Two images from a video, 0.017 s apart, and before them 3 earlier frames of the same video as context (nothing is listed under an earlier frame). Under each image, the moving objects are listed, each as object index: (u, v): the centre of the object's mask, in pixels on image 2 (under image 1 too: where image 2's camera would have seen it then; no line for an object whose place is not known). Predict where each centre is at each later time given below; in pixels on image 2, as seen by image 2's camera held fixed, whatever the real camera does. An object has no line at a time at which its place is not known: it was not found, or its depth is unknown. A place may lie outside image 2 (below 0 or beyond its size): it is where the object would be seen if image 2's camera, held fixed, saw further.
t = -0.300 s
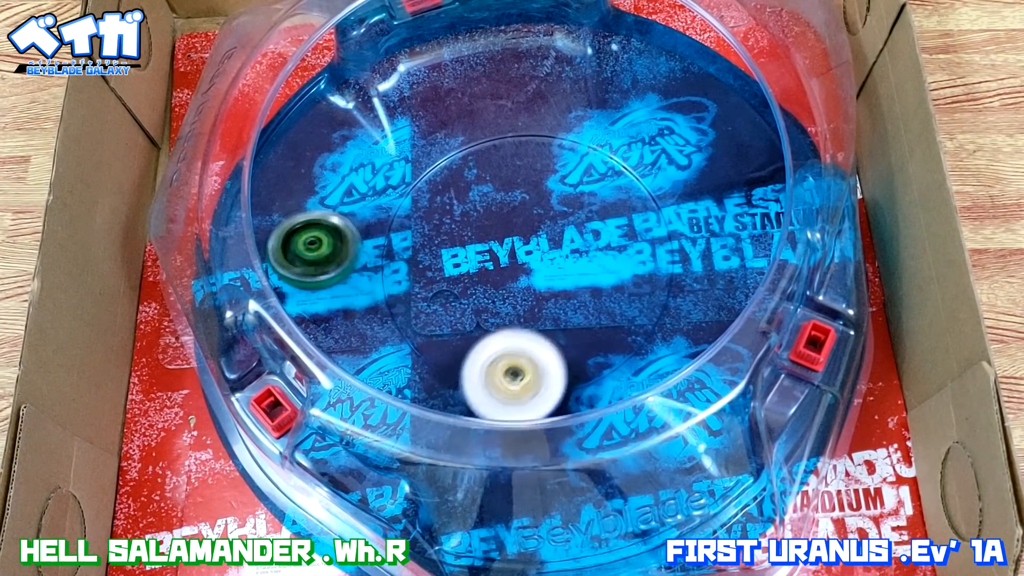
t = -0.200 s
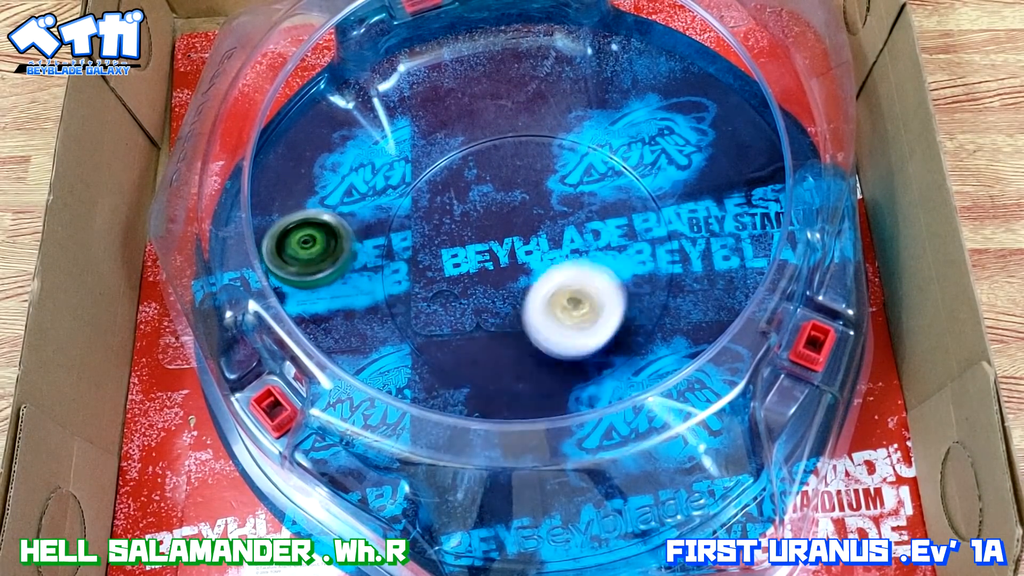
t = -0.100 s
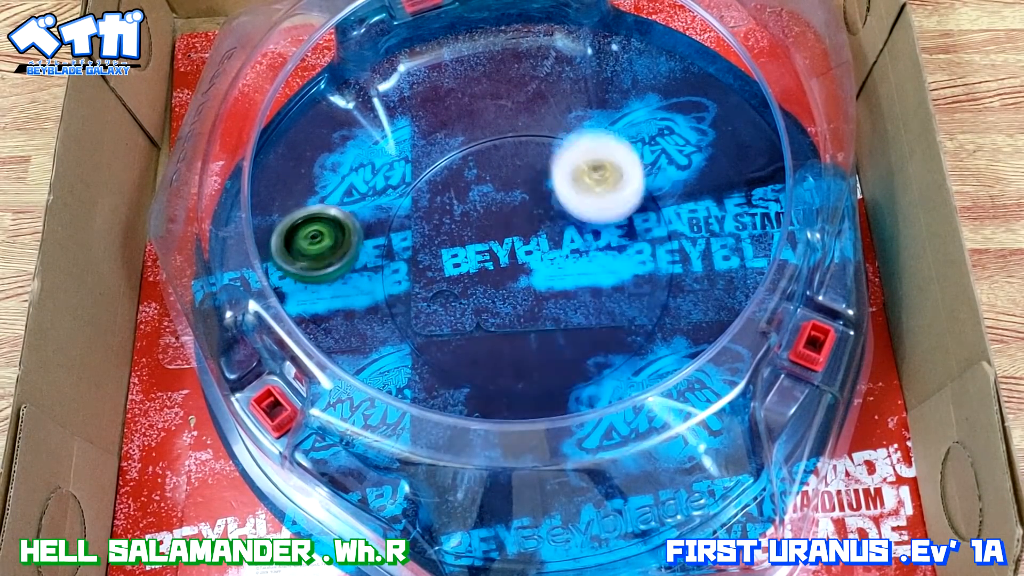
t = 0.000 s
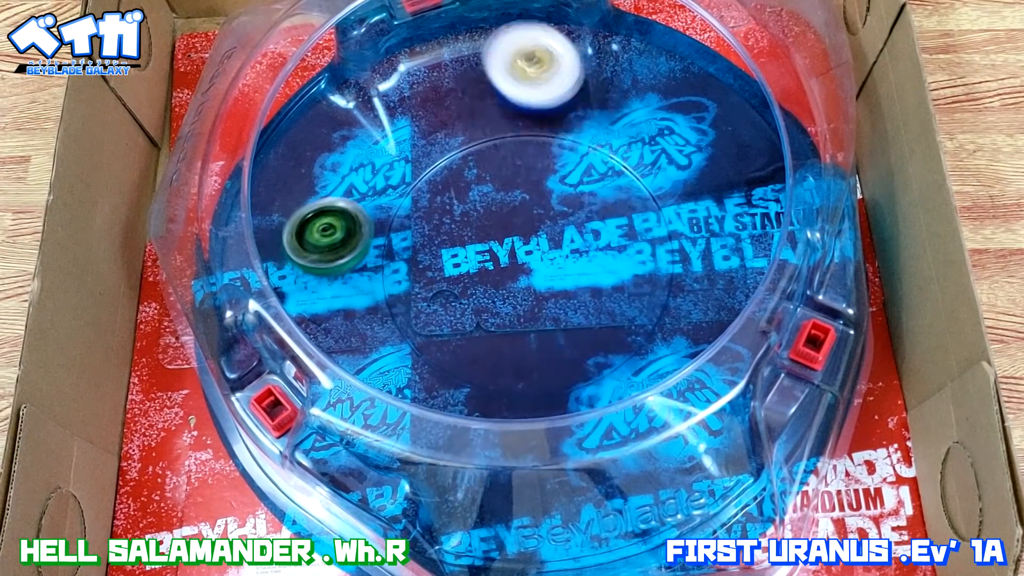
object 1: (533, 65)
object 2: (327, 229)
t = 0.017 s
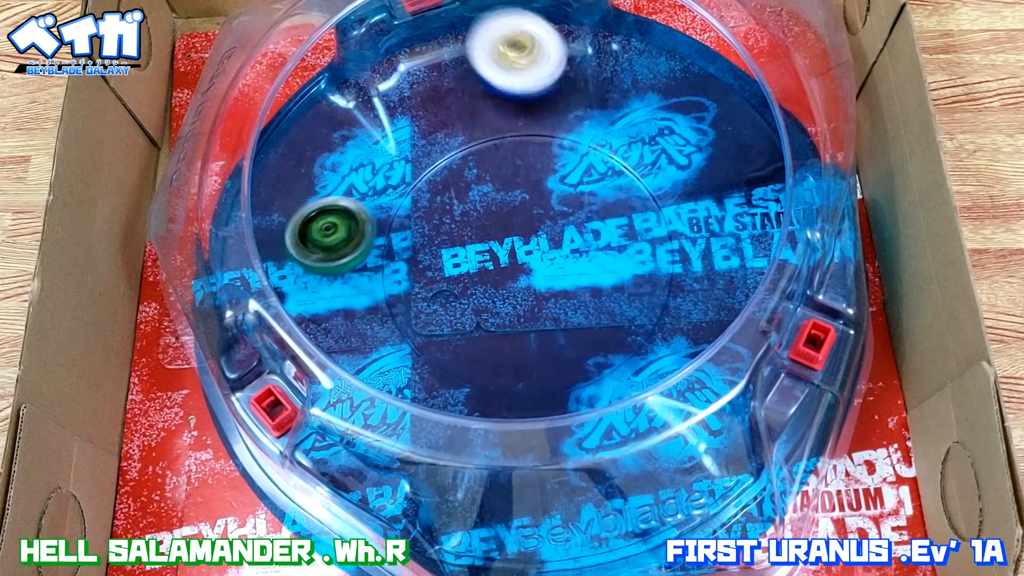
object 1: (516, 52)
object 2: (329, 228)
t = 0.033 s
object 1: (501, 43)
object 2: (331, 227)
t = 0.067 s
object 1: (471, 59)
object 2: (337, 222)
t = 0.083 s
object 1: (458, 73)
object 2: (338, 221)
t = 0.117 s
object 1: (426, 97)
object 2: (342, 221)
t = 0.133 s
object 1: (408, 113)
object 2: (345, 218)
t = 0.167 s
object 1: (378, 139)
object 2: (343, 228)
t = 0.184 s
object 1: (371, 134)
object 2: (328, 250)
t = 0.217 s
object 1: (354, 128)
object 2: (314, 300)
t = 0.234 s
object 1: (348, 128)
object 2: (321, 312)
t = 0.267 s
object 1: (329, 130)
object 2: (351, 341)
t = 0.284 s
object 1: (320, 133)
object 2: (370, 355)
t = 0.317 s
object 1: (303, 141)
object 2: (412, 376)
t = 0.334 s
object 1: (296, 146)
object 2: (433, 382)
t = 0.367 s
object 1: (286, 157)
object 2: (472, 394)
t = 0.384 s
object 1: (273, 163)
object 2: (489, 396)
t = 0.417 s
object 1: (262, 178)
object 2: (527, 400)
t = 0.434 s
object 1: (258, 186)
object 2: (541, 400)
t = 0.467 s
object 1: (253, 203)
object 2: (571, 398)
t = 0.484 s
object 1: (250, 211)
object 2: (595, 416)
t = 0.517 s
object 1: (249, 228)
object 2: (623, 413)
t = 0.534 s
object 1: (251, 237)
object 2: (633, 413)
